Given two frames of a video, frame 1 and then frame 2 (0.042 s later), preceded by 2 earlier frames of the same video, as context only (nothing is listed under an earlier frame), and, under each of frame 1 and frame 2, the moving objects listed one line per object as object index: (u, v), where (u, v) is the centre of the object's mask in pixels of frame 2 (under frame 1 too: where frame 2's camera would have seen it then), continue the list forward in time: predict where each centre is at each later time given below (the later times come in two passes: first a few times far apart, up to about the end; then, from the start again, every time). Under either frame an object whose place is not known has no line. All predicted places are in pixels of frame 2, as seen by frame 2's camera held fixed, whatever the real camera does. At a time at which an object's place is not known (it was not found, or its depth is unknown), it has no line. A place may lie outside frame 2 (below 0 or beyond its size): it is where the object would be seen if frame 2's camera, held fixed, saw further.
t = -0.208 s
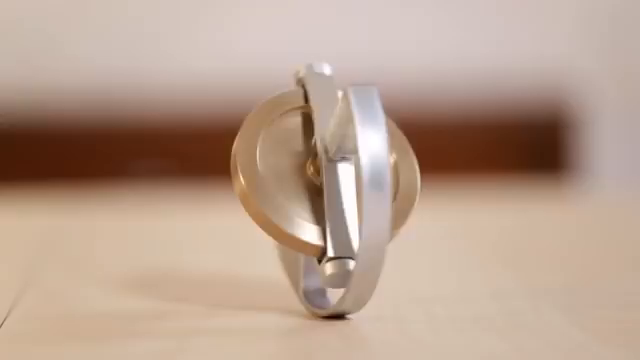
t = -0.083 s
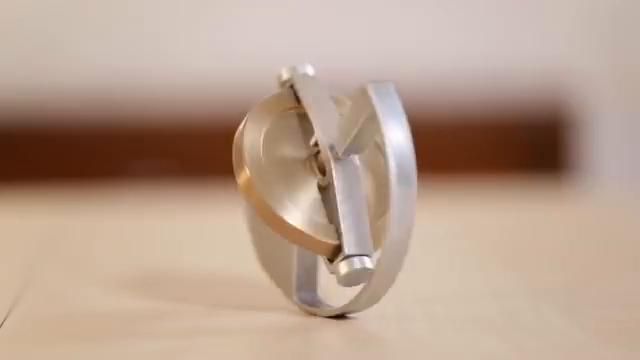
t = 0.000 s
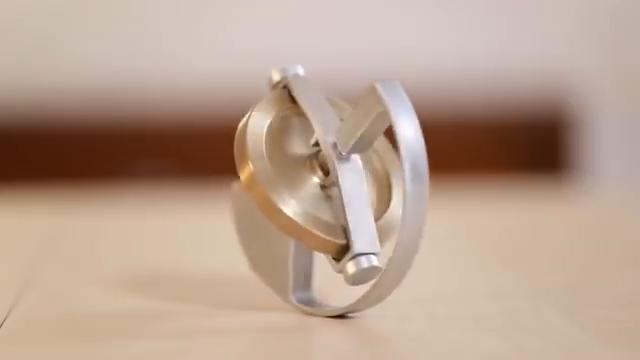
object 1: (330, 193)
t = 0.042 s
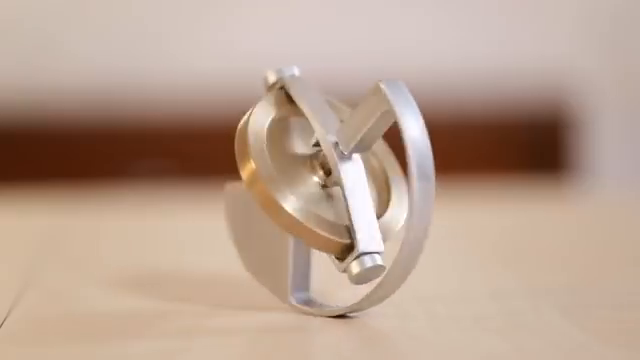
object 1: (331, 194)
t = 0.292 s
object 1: (330, 198)
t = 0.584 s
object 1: (324, 201)
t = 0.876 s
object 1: (311, 197)
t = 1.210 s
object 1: (291, 188)
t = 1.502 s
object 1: (291, 193)
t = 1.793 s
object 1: (278, 198)
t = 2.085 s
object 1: (277, 198)
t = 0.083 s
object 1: (331, 195)
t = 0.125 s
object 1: (331, 195)
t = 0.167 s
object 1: (331, 196)
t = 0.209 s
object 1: (331, 196)
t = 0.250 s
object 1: (331, 197)
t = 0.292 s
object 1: (330, 198)
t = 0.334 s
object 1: (331, 199)
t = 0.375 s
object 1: (330, 199)
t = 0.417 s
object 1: (330, 199)
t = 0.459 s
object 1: (329, 200)
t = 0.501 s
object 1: (327, 200)
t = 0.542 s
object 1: (326, 201)
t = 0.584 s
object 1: (324, 201)
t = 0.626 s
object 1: (323, 200)
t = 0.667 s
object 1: (322, 200)
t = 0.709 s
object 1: (319, 199)
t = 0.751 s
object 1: (318, 199)
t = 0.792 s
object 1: (315, 198)
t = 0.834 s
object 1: (313, 198)
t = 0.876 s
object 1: (311, 197)
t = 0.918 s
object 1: (308, 197)
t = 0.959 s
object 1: (305, 196)
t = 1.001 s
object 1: (302, 195)
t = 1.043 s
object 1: (299, 194)
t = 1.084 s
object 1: (297, 193)
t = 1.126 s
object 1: (294, 192)
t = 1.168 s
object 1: (292, 190)
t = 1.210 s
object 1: (291, 188)
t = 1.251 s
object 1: (290, 186)
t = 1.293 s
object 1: (291, 182)
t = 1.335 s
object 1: (291, 177)
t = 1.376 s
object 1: (291, 184)
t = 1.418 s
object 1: (291, 187)
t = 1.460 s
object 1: (291, 190)
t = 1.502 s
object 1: (291, 193)
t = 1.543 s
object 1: (289, 194)
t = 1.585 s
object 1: (285, 196)
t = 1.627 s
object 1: (283, 197)
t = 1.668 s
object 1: (281, 197)
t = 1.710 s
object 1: (279, 198)
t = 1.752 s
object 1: (279, 198)
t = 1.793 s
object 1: (278, 198)
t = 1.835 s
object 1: (277, 198)
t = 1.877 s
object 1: (276, 198)
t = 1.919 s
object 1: (277, 198)
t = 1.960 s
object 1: (277, 198)
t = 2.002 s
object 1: (277, 198)
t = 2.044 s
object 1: (277, 198)
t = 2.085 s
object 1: (277, 198)
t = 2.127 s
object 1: (277, 198)
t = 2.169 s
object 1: (277, 198)
